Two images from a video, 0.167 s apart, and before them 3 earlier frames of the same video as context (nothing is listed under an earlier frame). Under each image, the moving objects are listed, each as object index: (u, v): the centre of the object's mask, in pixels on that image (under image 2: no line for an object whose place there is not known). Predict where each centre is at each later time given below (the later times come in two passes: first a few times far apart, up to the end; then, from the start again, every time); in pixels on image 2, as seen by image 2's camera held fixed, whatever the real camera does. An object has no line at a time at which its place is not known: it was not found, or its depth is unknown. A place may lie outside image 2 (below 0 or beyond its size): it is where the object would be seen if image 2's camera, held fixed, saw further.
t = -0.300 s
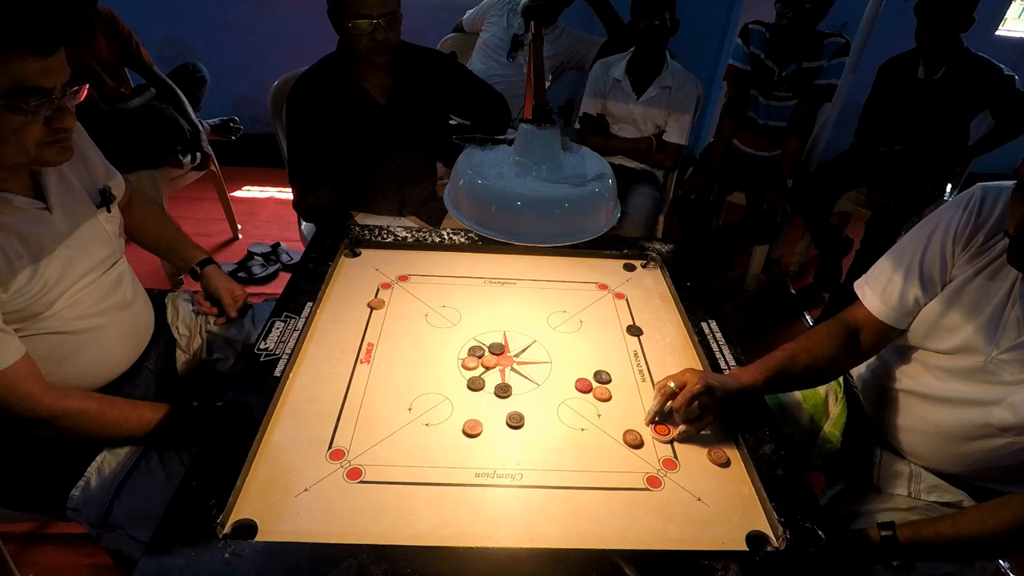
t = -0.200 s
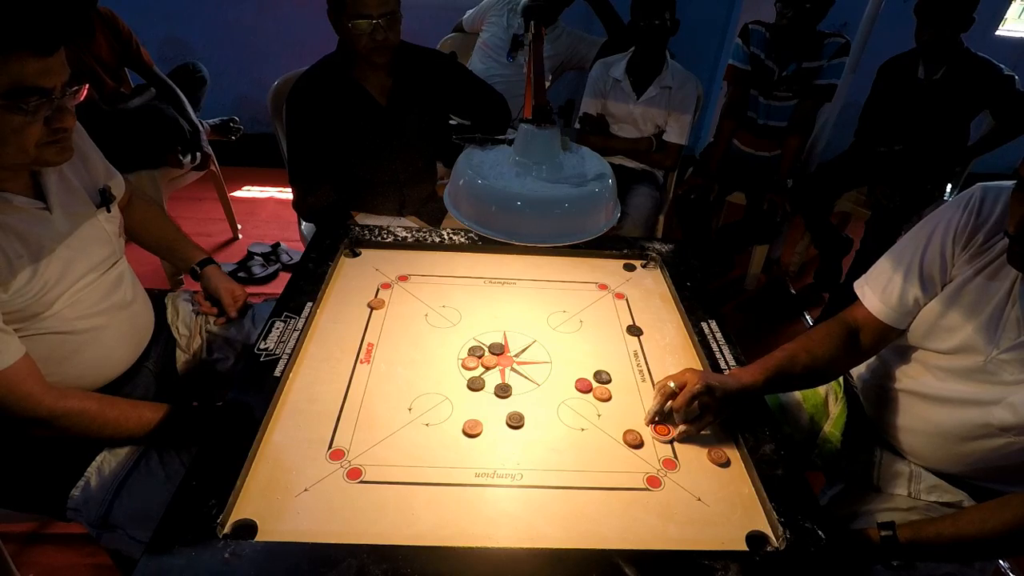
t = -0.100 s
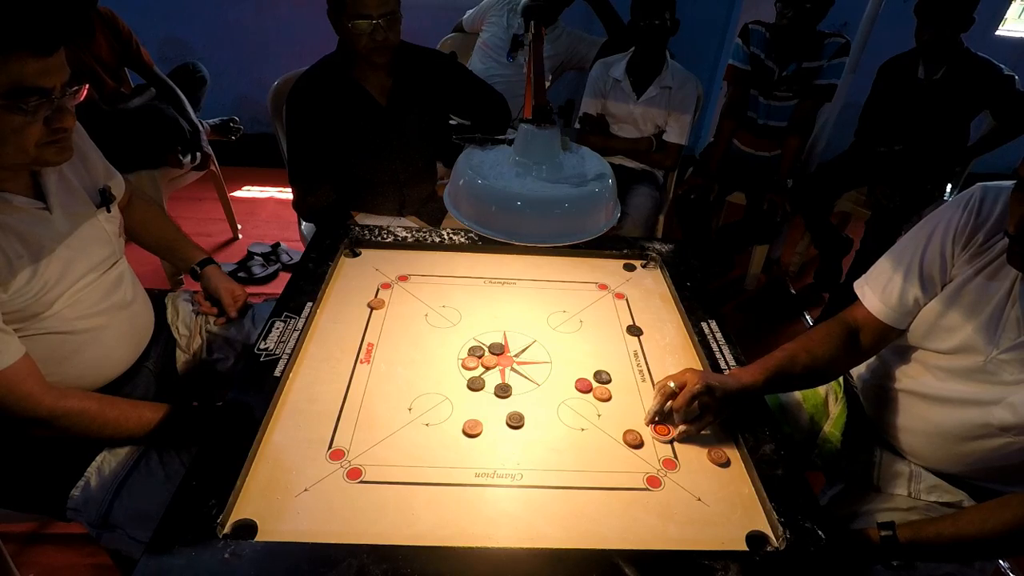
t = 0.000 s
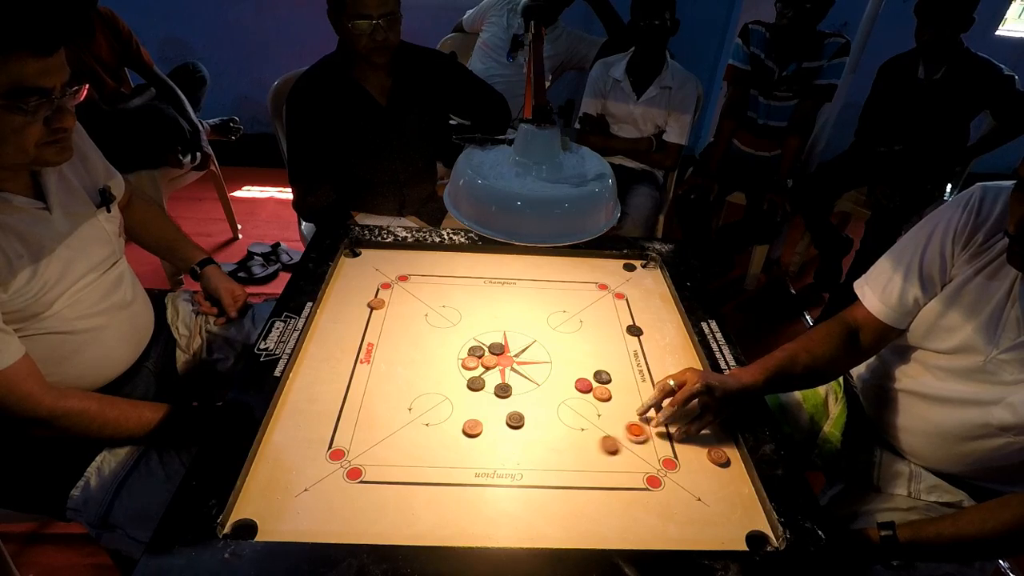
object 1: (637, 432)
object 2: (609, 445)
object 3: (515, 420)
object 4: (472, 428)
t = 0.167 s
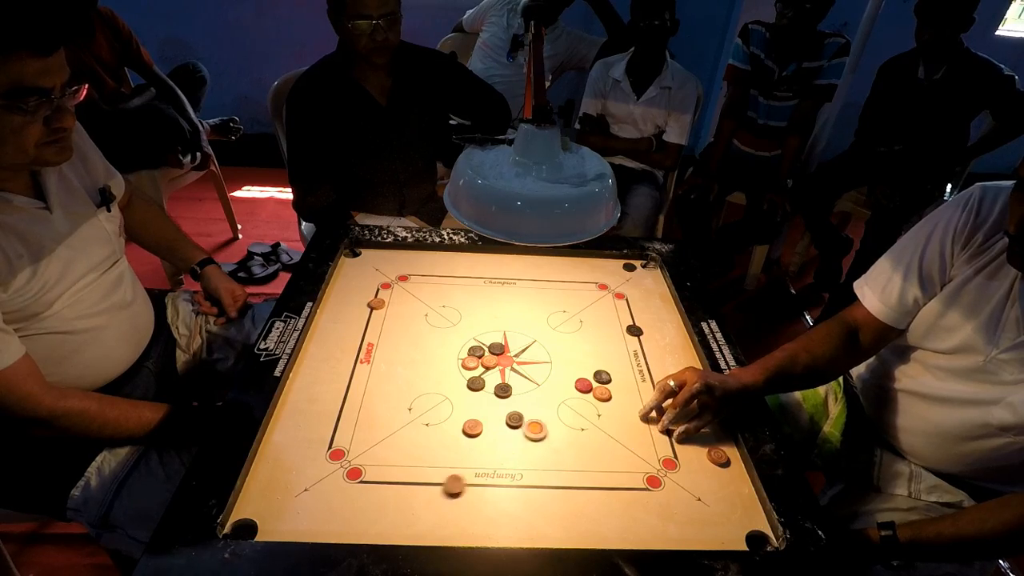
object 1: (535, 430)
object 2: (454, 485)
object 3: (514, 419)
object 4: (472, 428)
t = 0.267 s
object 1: (502, 436)
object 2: (361, 508)
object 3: (463, 401)
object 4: (472, 428)
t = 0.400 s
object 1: (477, 444)
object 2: (249, 531)
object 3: (409, 382)
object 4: (449, 421)
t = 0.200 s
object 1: (524, 432)
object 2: (423, 493)
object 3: (496, 413)
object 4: (472, 428)
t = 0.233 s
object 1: (512, 434)
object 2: (392, 501)
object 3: (479, 407)
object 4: (472, 428)
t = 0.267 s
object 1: (502, 436)
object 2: (361, 508)
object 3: (463, 401)
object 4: (472, 428)
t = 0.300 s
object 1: (493, 437)
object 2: (332, 515)
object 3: (448, 395)
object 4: (472, 428)
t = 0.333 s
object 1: (487, 440)
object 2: (303, 522)
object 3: (434, 391)
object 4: (463, 425)
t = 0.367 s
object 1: (482, 442)
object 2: (275, 528)
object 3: (421, 386)
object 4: (456, 423)
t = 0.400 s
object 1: (477, 444)
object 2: (249, 531)
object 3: (409, 382)
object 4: (449, 421)
